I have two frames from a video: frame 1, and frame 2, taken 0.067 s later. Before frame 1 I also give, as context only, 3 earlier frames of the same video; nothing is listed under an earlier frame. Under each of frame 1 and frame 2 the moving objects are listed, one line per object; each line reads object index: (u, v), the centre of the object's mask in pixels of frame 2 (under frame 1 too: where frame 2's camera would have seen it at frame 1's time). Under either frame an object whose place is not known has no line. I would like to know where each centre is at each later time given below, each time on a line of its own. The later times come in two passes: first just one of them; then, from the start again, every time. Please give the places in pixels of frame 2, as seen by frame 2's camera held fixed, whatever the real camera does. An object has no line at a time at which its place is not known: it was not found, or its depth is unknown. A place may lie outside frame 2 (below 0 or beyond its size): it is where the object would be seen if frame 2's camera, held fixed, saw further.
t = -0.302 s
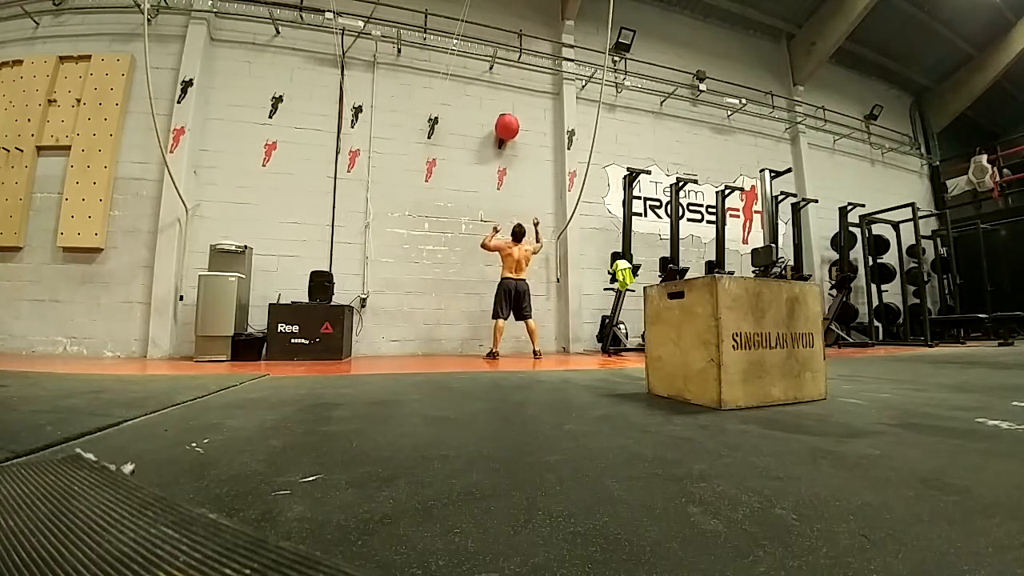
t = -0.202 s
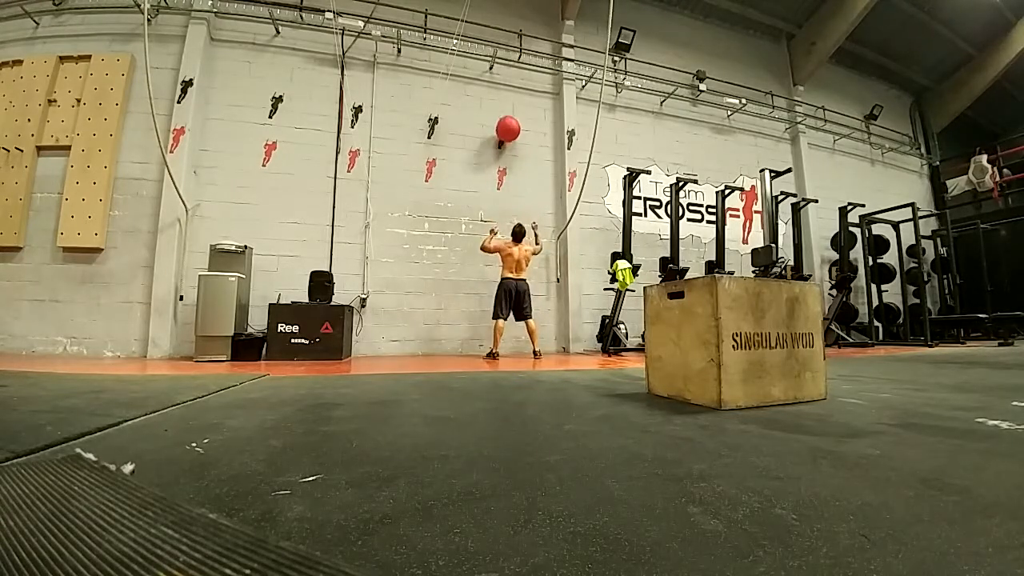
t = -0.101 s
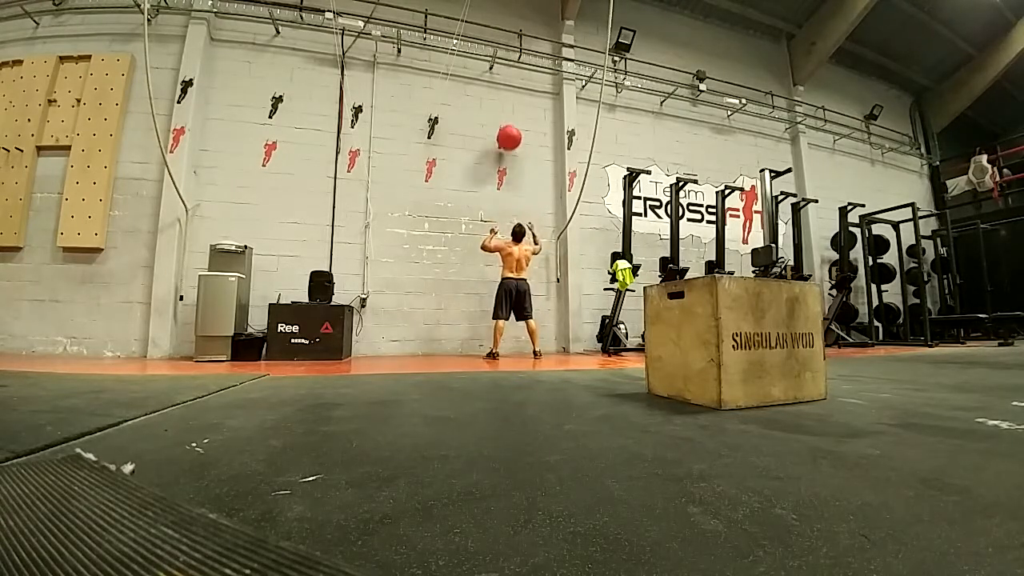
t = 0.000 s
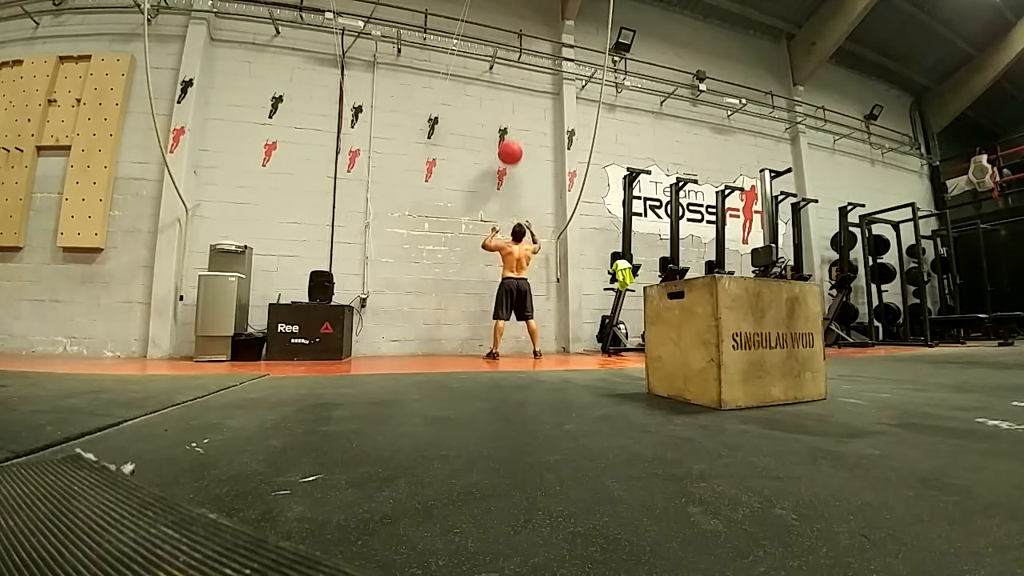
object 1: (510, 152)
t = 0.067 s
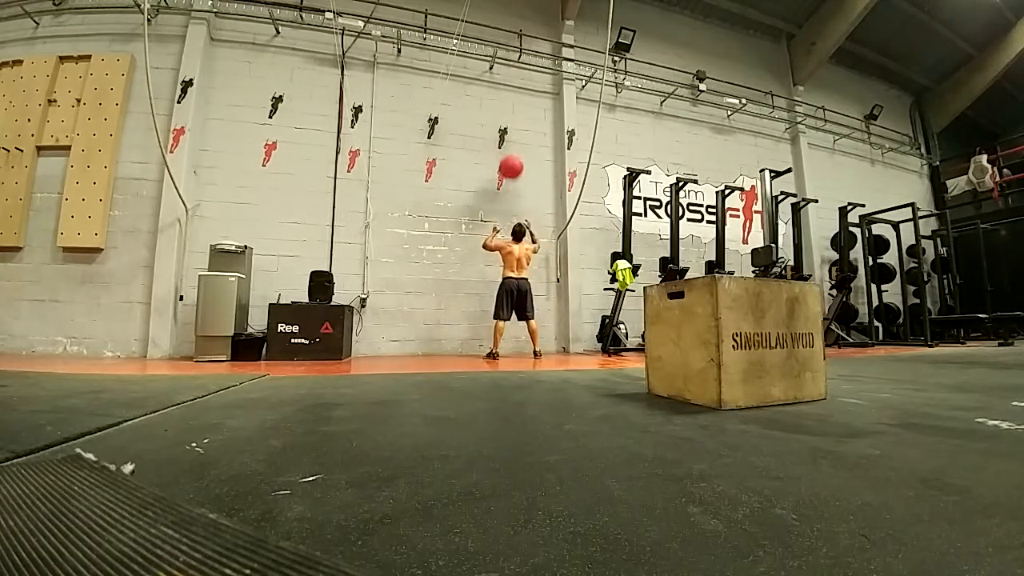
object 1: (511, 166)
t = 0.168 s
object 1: (512, 194)
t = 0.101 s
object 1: (511, 175)
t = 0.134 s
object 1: (512, 184)
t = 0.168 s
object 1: (512, 194)
